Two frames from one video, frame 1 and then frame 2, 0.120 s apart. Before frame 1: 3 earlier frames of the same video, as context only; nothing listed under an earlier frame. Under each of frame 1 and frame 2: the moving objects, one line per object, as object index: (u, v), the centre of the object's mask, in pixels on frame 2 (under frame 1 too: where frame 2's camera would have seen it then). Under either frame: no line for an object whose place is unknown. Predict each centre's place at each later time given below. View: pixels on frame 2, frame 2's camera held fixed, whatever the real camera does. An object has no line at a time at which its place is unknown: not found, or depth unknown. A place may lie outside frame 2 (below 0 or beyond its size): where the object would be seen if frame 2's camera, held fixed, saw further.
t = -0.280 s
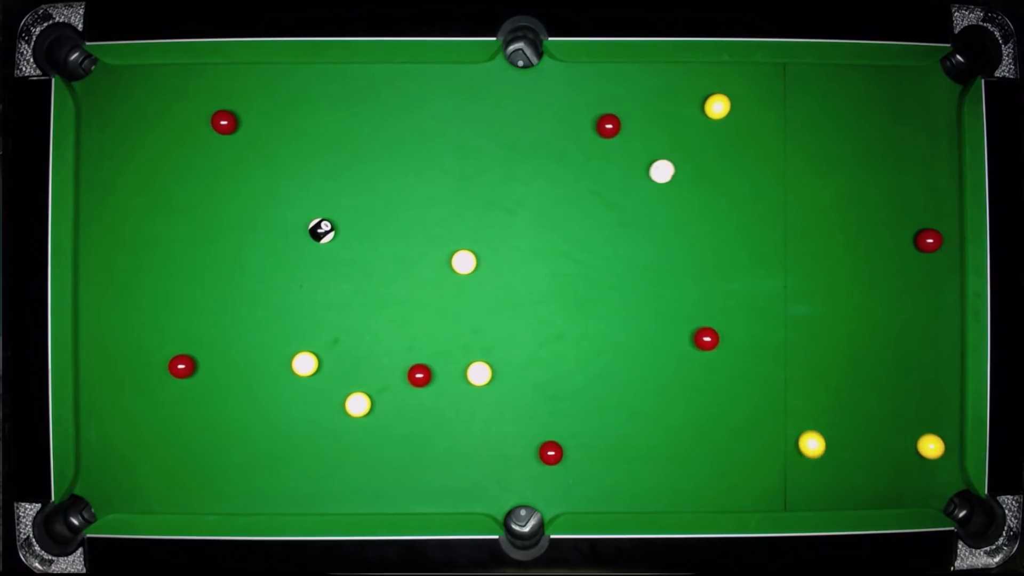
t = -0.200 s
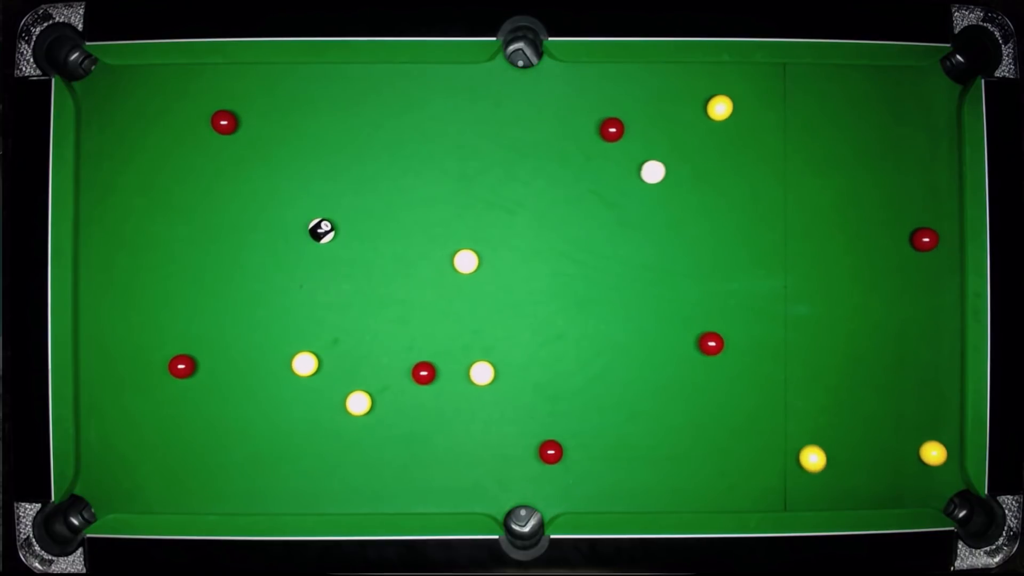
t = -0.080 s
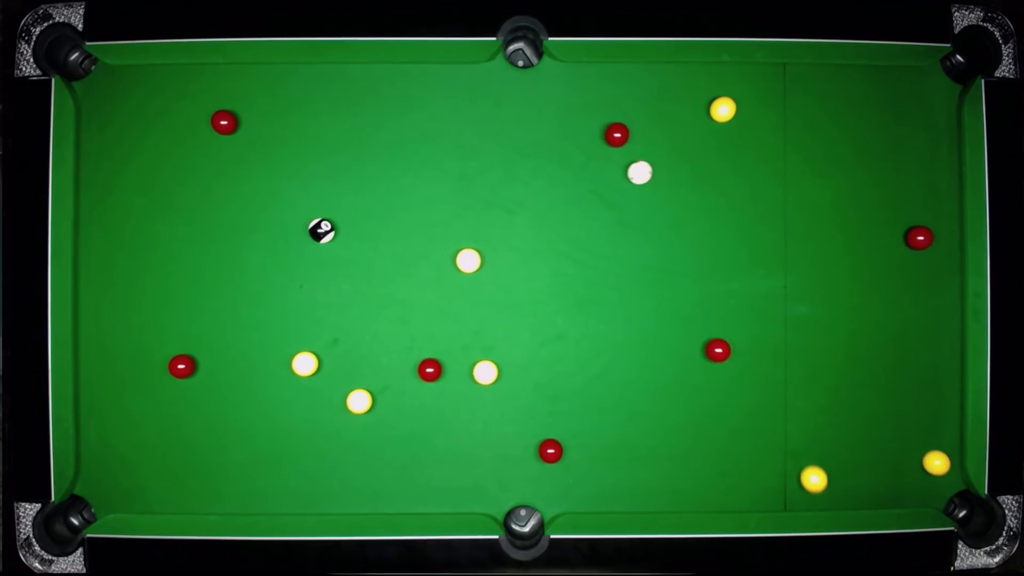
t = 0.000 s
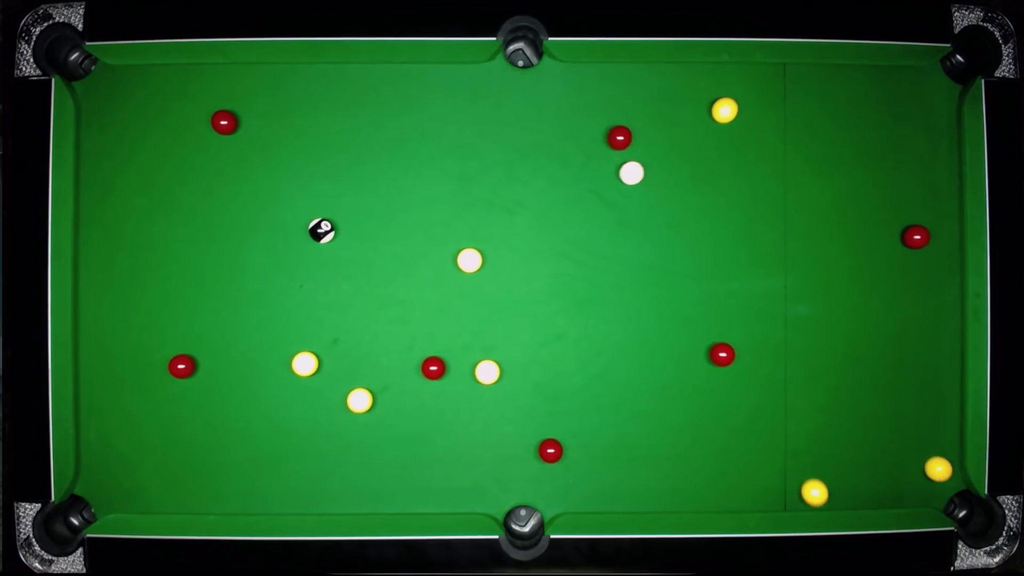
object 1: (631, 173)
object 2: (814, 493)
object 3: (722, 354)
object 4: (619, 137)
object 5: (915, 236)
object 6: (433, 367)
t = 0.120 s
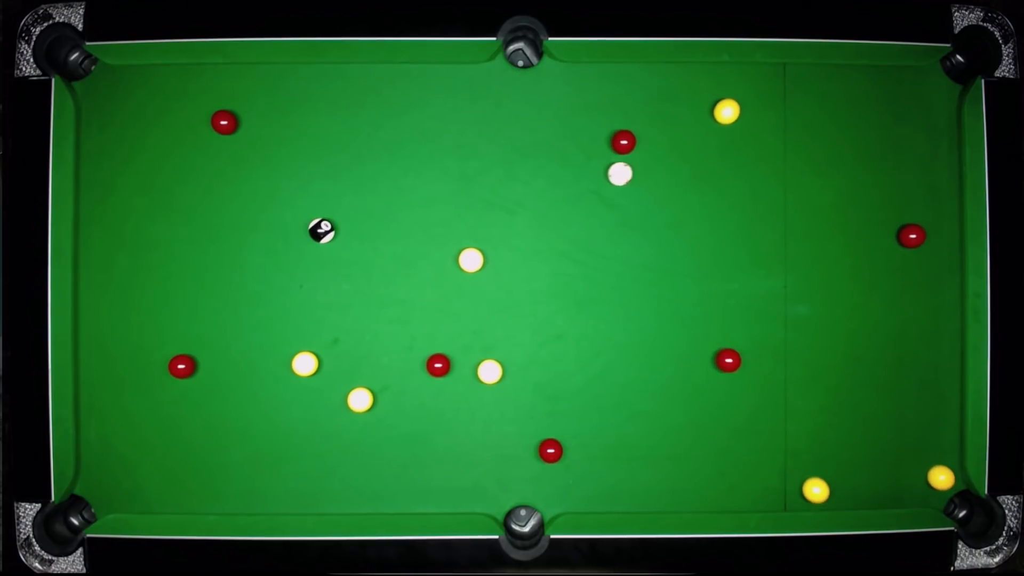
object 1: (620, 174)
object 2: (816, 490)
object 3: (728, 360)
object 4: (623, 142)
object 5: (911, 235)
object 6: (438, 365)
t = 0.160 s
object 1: (616, 174)
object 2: (816, 486)
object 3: (730, 362)
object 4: (624, 143)
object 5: (910, 235)
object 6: (439, 364)
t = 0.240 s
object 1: (609, 174)
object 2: (817, 478)
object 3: (733, 366)
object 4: (626, 145)
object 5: (907, 235)
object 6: (442, 362)
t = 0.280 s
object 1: (605, 175)
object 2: (817, 475)
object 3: (735, 367)
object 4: (627, 146)
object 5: (906, 235)
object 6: (443, 362)
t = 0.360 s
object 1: (599, 175)
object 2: (818, 467)
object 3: (738, 371)
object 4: (629, 148)
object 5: (904, 234)
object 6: (446, 360)
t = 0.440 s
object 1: (592, 176)
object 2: (818, 460)
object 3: (741, 374)
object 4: (631, 150)
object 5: (902, 234)
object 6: (447, 359)
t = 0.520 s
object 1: (586, 176)
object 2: (819, 453)
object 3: (744, 377)
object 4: (632, 151)
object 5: (901, 233)
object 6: (449, 358)
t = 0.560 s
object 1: (584, 177)
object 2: (819, 450)
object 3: (745, 378)
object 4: (632, 152)
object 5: (900, 233)
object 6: (450, 357)
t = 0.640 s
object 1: (578, 177)
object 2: (819, 443)
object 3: (748, 381)
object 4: (633, 153)
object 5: (899, 233)
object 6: (451, 356)
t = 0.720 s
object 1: (573, 178)
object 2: (819, 437)
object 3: (750, 383)
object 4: (634, 154)
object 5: (898, 233)
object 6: (452, 356)
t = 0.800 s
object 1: (566, 179)
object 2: (820, 429)
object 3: (753, 386)
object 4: (635, 155)
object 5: (898, 233)
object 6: (453, 355)
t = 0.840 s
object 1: (564, 179)
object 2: (820, 426)
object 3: (754, 387)
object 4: (635, 155)
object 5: (898, 233)
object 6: (453, 355)
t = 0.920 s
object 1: (559, 179)
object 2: (820, 420)
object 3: (755, 389)
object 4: (635, 156)
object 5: (898, 233)
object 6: (453, 354)
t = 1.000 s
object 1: (555, 179)
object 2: (820, 415)
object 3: (757, 390)
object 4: (636, 156)
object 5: (899, 233)
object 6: (453, 354)
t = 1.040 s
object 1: (553, 179)
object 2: (820, 413)
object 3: (757, 391)
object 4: (636, 156)
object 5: (899, 233)
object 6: (453, 354)
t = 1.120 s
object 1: (549, 180)
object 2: (820, 409)
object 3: (758, 392)
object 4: (636, 156)
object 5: (899, 233)
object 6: (453, 354)
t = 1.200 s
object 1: (546, 180)
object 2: (821, 404)
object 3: (759, 393)
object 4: (636, 156)
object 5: (899, 233)
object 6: (453, 354)
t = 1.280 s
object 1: (543, 180)
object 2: (821, 400)
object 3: (760, 394)
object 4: (636, 156)
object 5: (899, 233)
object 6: (453, 354)
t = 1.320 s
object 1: (542, 180)
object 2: (821, 398)
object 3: (760, 394)
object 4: (636, 156)
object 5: (899, 233)
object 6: (453, 354)
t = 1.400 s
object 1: (539, 181)
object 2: (821, 395)
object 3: (760, 395)
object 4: (636, 156)
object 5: (899, 233)
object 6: (453, 354)
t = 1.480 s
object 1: (537, 181)
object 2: (821, 391)
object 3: (760, 395)
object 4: (636, 156)
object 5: (899, 233)
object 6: (453, 354)
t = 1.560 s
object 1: (535, 181)
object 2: (821, 388)
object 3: (760, 395)
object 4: (636, 156)
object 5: (899, 233)
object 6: (453, 354)
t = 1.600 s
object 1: (534, 181)
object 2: (821, 387)
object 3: (760, 395)
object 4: (636, 156)
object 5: (899, 233)
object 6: (453, 355)
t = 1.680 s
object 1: (532, 181)
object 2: (822, 384)
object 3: (760, 394)
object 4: (635, 155)
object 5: (899, 233)
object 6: (453, 355)
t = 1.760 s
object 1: (531, 181)
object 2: (822, 382)
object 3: (760, 394)
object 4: (636, 156)
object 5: (899, 233)
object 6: (453, 355)
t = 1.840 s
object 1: (530, 182)
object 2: (822, 380)
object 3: (760, 394)
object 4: (636, 156)
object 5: (899, 233)
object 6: (453, 355)
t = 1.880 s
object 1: (530, 182)
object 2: (822, 379)
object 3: (760, 394)
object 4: (636, 156)
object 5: (899, 233)
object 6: (453, 355)
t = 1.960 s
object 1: (530, 182)
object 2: (823, 377)
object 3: (760, 394)
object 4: (636, 156)
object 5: (899, 233)
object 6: (453, 355)
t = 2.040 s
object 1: (529, 182)
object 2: (823, 376)
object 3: (760, 394)
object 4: (636, 156)
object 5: (899, 233)
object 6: (453, 355)
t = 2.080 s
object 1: (529, 182)
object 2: (823, 375)
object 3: (760, 394)
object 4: (636, 156)
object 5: (899, 233)
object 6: (453, 355)
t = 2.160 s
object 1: (530, 182)
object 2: (822, 374)
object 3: (760, 394)
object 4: (636, 156)
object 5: (899, 233)
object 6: (453, 355)
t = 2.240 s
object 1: (530, 182)
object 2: (822, 373)
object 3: (760, 394)
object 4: (636, 156)
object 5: (899, 233)
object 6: (453, 355)
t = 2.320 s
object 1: (530, 182)
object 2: (822, 373)
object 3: (760, 394)
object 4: (636, 156)
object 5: (899, 233)
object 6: (453, 355)
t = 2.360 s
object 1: (530, 182)
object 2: (822, 373)
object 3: (760, 394)
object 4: (636, 156)
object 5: (899, 233)
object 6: (453, 355)
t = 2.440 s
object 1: (530, 182)
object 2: (822, 373)
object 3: (760, 394)
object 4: (636, 156)
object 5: (899, 233)
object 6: (453, 355)
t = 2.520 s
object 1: (530, 182)
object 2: (822, 373)
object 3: (760, 394)
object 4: (636, 156)
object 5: (899, 233)
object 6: (453, 355)
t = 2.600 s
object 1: (530, 182)
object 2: (822, 373)
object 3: (760, 394)
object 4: (636, 156)
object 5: (899, 233)
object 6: (453, 355)
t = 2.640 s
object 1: (530, 182)
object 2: (822, 373)
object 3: (760, 394)
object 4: (636, 156)
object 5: (899, 233)
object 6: (453, 355)
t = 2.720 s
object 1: (530, 182)
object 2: (822, 373)
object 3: (760, 394)
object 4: (636, 156)
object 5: (899, 233)
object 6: (453, 355)
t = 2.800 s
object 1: (530, 182)
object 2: (822, 373)
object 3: (760, 394)
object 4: (636, 156)
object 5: (899, 233)
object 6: (453, 355)
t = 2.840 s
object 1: (530, 182)
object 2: (822, 373)
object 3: (760, 394)
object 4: (636, 156)
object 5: (899, 233)
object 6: (453, 355)
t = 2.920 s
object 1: (530, 182)
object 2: (822, 373)
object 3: (760, 394)
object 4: (636, 156)
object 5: (899, 233)
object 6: (453, 355)
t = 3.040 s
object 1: (530, 182)
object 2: (822, 373)
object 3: (760, 394)
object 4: (636, 155)
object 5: (899, 233)
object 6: (453, 355)
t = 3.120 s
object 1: (530, 182)
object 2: (822, 373)
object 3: (760, 394)
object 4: (636, 155)
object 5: (899, 233)
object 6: (453, 354)
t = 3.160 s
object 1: (530, 182)
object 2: (822, 373)
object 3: (760, 394)
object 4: (636, 155)
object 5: (899, 233)
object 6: (453, 354)
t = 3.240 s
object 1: (530, 182)
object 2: (822, 373)
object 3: (760, 394)
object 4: (636, 155)
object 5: (899, 233)
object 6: (453, 354)
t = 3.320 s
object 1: (530, 182)
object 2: (822, 373)
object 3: (760, 394)
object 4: (636, 155)
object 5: (899, 233)
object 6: (453, 355)
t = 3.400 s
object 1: (530, 182)
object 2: (822, 373)
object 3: (760, 394)
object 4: (636, 155)
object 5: (899, 233)
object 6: (453, 355)
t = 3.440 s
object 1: (530, 182)
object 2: (822, 373)
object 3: (760, 394)
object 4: (636, 155)
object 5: (899, 233)
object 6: (453, 355)
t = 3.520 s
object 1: (530, 182)
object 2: (822, 373)
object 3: (760, 394)
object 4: (636, 155)
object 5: (899, 233)
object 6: (453, 355)
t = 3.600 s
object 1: (530, 182)
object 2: (822, 373)
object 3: (760, 394)
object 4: (636, 155)
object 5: (899, 233)
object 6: (453, 355)
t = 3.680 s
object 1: (530, 182)
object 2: (822, 373)
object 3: (760, 394)
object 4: (636, 155)
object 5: (899, 233)
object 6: (453, 355)
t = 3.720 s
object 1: (530, 182)
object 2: (822, 373)
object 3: (760, 394)
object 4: (636, 155)
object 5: (899, 233)
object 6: (453, 355)
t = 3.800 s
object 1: (530, 182)
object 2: (822, 373)
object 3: (760, 394)
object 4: (636, 155)
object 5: (899, 233)
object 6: (453, 355)
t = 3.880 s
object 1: (530, 182)
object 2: (822, 373)
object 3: (760, 394)
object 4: (636, 155)
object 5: (899, 233)
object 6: (453, 355)
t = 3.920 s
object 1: (530, 182)
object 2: (822, 373)
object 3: (760, 394)
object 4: (636, 155)
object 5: (899, 233)
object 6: (453, 355)
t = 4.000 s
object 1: (530, 182)
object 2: (822, 373)
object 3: (760, 394)
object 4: (636, 155)
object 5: (899, 233)
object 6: (453, 355)
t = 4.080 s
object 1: (530, 182)
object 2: (822, 373)
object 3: (760, 394)
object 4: (636, 155)
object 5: (899, 233)
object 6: (453, 355)
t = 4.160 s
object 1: (530, 182)
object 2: (822, 373)
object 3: (760, 394)
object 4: (636, 155)
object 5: (899, 233)
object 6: (453, 355)
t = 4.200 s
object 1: (530, 182)
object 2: (822, 373)
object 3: (760, 394)
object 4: (636, 155)
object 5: (899, 233)
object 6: (453, 355)
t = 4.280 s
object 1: (530, 182)
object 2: (822, 373)
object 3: (760, 394)
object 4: (636, 155)
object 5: (899, 233)
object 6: (453, 355)
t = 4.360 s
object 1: (530, 182)
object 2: (822, 373)
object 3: (760, 394)
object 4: (636, 155)
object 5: (899, 233)
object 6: (453, 355)
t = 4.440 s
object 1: (530, 182)
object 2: (822, 373)
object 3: (760, 394)
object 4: (636, 155)
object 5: (899, 233)
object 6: (453, 355)
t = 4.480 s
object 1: (530, 182)
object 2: (822, 373)
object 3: (760, 394)
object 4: (636, 155)
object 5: (899, 233)
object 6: (453, 355)
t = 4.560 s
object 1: (530, 182)
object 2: (822, 373)
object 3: (760, 394)
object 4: (636, 155)
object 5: (899, 233)
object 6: (453, 355)
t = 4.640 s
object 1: (530, 182)
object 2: (822, 373)
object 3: (760, 394)
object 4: (636, 155)
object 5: (899, 233)
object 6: (453, 355)
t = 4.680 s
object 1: (530, 182)
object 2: (822, 373)
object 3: (760, 394)
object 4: (636, 155)
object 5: (899, 233)
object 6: (453, 355)
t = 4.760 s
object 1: (530, 182)
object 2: (822, 373)
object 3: (760, 394)
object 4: (636, 155)
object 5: (899, 233)
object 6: (453, 355)
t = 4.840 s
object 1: (530, 182)
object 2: (822, 373)
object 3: (760, 394)
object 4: (636, 155)
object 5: (899, 233)
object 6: (453, 355)
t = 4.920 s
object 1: (530, 182)
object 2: (822, 373)
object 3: (760, 394)
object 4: (636, 155)
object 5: (899, 233)
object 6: (453, 355)
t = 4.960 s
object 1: (530, 182)
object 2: (822, 373)
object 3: (760, 394)
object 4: (636, 155)
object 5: (899, 233)
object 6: (453, 355)
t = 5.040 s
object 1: (530, 182)
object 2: (822, 373)
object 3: (760, 394)
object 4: (636, 155)
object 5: (899, 233)
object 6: (453, 355)
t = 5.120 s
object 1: (530, 182)
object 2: (822, 373)
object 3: (760, 394)
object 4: (636, 155)
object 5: (899, 233)
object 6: (453, 355)
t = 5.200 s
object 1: (530, 182)
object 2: (822, 373)
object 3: (760, 394)
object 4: (636, 155)
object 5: (899, 233)
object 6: (453, 355)
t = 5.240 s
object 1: (530, 182)
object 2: (822, 373)
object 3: (760, 394)
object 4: (636, 155)
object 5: (899, 233)
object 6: (453, 355)
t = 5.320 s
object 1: (530, 182)
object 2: (822, 373)
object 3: (760, 394)
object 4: (636, 155)
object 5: (899, 233)
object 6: (453, 355)
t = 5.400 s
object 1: (530, 182)
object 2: (822, 373)
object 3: (760, 394)
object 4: (636, 155)
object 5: (899, 233)
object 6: (453, 355)
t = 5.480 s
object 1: (530, 182)
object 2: (822, 373)
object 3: (760, 394)
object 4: (636, 155)
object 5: (899, 233)
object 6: (453, 355)
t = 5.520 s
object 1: (530, 182)
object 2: (822, 373)
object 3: (760, 394)
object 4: (636, 155)
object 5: (899, 233)
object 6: (453, 355)
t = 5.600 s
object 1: (530, 182)
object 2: (822, 373)
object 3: (760, 394)
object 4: (636, 155)
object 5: (899, 233)
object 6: (453, 355)
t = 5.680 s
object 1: (530, 182)
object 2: (822, 373)
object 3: (760, 394)
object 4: (636, 155)
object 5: (899, 233)
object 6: (453, 355)
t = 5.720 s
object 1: (530, 182)
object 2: (822, 373)
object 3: (760, 394)
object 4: (636, 155)
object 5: (899, 233)
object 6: (453, 355)
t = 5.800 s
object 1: (530, 182)
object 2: (822, 373)
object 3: (760, 394)
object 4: (636, 155)
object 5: (899, 233)
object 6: (453, 354)
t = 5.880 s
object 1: (530, 182)
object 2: (822, 373)
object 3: (760, 394)
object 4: (636, 155)
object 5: (899, 233)
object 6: (453, 354)
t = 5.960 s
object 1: (530, 182)
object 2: (822, 373)
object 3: (760, 394)
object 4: (636, 155)
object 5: (899, 233)
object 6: (453, 354)
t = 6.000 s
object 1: (530, 182)
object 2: (822, 373)
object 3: (760, 394)
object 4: (636, 155)
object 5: (899, 233)
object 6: (453, 354)
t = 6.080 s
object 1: (530, 182)
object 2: (822, 373)
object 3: (760, 394)
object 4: (636, 155)
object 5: (899, 233)
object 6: (453, 354)
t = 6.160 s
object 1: (530, 182)
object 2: (822, 373)
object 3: (760, 394)
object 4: (636, 155)
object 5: (899, 233)
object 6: (453, 355)
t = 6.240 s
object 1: (530, 182)
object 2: (822, 373)
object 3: (760, 394)
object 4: (636, 156)
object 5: (899, 233)
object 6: (453, 355)
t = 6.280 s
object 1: (530, 182)
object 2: (822, 373)
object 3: (760, 394)
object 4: (636, 155)
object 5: (899, 233)
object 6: (453, 355)
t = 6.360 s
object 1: (530, 182)
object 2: (822, 373)
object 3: (760, 394)
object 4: (636, 156)
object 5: (899, 233)
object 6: (453, 355)
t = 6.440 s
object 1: (530, 182)
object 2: (822, 373)
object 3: (760, 394)
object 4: (636, 156)
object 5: (899, 233)
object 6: (453, 355)
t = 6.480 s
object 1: (530, 182)
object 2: (822, 373)
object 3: (760, 394)
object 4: (636, 156)
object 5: (899, 233)
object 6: (453, 355)
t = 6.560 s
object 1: (530, 182)
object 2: (822, 373)
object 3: (760, 394)
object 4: (636, 155)
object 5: (899, 233)
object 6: (453, 355)
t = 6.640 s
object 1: (530, 182)
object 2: (822, 373)
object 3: (760, 394)
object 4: (636, 155)
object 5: (899, 233)
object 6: (453, 355)
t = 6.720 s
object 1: (530, 182)
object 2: (822, 373)
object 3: (760, 394)
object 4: (636, 155)
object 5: (899, 233)
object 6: (453, 355)
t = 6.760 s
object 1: (530, 182)
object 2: (822, 373)
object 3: (760, 394)
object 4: (636, 156)
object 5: (899, 233)
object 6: (453, 355)
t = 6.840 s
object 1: (530, 182)
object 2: (822, 373)
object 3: (760, 394)
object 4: (636, 155)
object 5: (899, 233)
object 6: (453, 355)
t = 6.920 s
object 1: (530, 182)
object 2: (822, 373)
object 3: (760, 394)
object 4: (636, 155)
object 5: (899, 233)
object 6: (453, 355)
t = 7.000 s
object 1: (530, 182)
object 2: (822, 373)
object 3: (760, 394)
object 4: (636, 155)
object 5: (899, 233)
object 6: (453, 355)
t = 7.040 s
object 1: (530, 182)
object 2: (822, 373)
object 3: (760, 394)
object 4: (636, 155)
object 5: (899, 233)
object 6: (453, 355)
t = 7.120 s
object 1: (530, 182)
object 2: (822, 373)
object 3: (760, 394)
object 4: (636, 155)
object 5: (899, 233)
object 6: (453, 355)
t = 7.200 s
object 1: (530, 182)
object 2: (822, 373)
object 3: (760, 394)
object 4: (636, 155)
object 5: (899, 233)
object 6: (453, 355)
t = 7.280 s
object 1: (530, 182)
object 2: (822, 373)
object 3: (760, 394)
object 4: (636, 155)
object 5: (899, 233)
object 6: (453, 355)
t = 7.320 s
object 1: (530, 182)
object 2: (822, 373)
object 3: (760, 394)
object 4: (636, 155)
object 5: (899, 233)
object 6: (453, 355)
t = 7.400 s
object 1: (530, 182)
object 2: (822, 373)
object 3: (760, 394)
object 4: (636, 155)
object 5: (899, 233)
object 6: (453, 355)
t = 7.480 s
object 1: (530, 182)
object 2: (822, 373)
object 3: (760, 394)
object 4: (636, 155)
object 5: (899, 233)
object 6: (453, 355)
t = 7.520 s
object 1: (530, 182)
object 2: (822, 373)
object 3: (760, 394)
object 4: (636, 155)
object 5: (899, 233)
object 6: (453, 355)
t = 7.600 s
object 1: (530, 182)
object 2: (822, 373)
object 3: (760, 394)
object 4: (636, 155)
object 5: (899, 233)
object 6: (453, 355)
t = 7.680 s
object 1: (530, 182)
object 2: (822, 373)
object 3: (760, 394)
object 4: (636, 155)
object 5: (899, 233)
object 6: (453, 355)
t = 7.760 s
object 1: (530, 182)
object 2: (822, 373)
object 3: (760, 394)
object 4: (636, 155)
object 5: (899, 233)
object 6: (453, 355)
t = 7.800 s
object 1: (530, 182)
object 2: (822, 373)
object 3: (760, 394)
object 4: (636, 155)
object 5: (899, 233)
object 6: (453, 355)
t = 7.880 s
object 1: (530, 182)
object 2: (822, 373)
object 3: (760, 394)
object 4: (636, 155)
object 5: (899, 233)
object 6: (453, 355)
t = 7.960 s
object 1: (530, 182)
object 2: (822, 373)
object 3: (760, 394)
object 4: (636, 155)
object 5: (899, 233)
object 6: (453, 355)
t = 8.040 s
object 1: (530, 182)
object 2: (822, 373)
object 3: (760, 394)
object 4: (636, 155)
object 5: (899, 233)
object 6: (453, 355)
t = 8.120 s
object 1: (530, 182)
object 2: (822, 373)
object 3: (760, 394)
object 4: (636, 155)
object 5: (899, 233)
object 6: (453, 355)
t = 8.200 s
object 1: (530, 182)
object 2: (822, 373)
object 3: (760, 394)
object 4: (636, 155)
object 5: (899, 233)
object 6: (453, 355)
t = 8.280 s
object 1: (530, 182)
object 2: (822, 373)
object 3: (760, 394)
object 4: (636, 155)
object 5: (899, 233)
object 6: (453, 355)
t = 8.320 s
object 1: (530, 182)
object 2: (822, 373)
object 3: (760, 394)
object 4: (636, 155)
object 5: (899, 233)
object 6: (453, 355)
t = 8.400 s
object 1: (530, 182)
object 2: (822, 373)
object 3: (760, 394)
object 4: (636, 155)
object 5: (899, 233)
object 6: (453, 355)
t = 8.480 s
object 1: (530, 182)
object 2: (822, 373)
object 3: (760, 394)
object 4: (636, 156)
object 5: (899, 233)
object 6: (453, 355)
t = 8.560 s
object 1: (530, 182)
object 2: (822, 373)
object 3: (760, 394)
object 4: (636, 156)
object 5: (899, 233)
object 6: (453, 355)
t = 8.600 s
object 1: (530, 182)
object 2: (822, 373)
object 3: (760, 394)
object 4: (636, 156)
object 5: (899, 233)
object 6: (453, 355)
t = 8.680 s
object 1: (530, 182)
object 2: (822, 373)
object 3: (760, 394)
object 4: (636, 156)
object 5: (899, 233)
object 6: (453, 355)
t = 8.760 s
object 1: (530, 182)
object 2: (822, 373)
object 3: (760, 394)
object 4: (636, 156)
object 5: (899, 233)
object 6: (453, 355)
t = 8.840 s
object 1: (530, 182)
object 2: (822, 373)
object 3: (760, 394)
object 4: (636, 156)
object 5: (899, 233)
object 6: (453, 355)
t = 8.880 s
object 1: (530, 182)
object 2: (822, 373)
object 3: (760, 394)
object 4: (636, 156)
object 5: (899, 233)
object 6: (453, 355)
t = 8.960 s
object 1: (530, 182)
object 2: (822, 373)
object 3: (760, 394)
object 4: (636, 156)
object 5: (899, 233)
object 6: (453, 355)
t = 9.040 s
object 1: (530, 182)
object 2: (822, 373)
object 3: (760, 394)
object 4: (636, 156)
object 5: (899, 233)
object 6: (453, 355)
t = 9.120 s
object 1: (530, 182)
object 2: (822, 373)
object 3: (760, 394)
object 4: (636, 156)
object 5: (899, 233)
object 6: (453, 355)
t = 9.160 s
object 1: (530, 182)
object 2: (822, 373)
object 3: (760, 394)
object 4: (636, 156)
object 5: (899, 233)
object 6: (453, 355)
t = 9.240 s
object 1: (530, 182)
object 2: (822, 373)
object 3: (760, 394)
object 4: (636, 156)
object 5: (899, 233)
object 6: (453, 355)
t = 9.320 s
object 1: (530, 182)
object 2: (822, 373)
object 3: (760, 394)
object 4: (636, 156)
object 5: (899, 233)
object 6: (453, 355)
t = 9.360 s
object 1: (530, 182)
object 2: (822, 373)
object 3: (760, 394)
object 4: (636, 156)
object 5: (899, 233)
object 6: (453, 355)
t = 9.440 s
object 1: (530, 182)
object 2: (822, 373)
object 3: (760, 394)
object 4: (636, 156)
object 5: (899, 233)
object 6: (453, 355)
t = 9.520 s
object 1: (530, 182)
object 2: (822, 373)
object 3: (760, 394)
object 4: (636, 156)
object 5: (899, 233)
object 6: (453, 355)
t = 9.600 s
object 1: (530, 182)
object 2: (822, 373)
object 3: (760, 394)
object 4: (636, 156)
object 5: (899, 233)
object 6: (453, 355)
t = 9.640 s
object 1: (530, 182)
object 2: (822, 373)
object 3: (760, 394)
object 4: (636, 156)
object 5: (899, 233)
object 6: (453, 355)
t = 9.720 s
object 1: (530, 182)
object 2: (822, 373)
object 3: (760, 394)
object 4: (636, 156)
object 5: (899, 233)
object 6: (453, 355)
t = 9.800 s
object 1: (530, 182)
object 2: (822, 373)
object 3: (760, 394)
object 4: (636, 156)
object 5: (899, 233)
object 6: (453, 355)
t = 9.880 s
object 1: (530, 182)
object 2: (822, 373)
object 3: (760, 394)
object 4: (636, 156)
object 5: (899, 233)
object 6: (453, 355)
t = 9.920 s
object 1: (530, 182)
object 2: (822, 373)
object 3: (760, 394)
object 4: (636, 156)
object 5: (899, 233)
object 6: (453, 355)
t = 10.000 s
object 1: (530, 182)
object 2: (822, 373)
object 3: (760, 394)
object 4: (636, 156)
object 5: (899, 233)
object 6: (453, 355)
